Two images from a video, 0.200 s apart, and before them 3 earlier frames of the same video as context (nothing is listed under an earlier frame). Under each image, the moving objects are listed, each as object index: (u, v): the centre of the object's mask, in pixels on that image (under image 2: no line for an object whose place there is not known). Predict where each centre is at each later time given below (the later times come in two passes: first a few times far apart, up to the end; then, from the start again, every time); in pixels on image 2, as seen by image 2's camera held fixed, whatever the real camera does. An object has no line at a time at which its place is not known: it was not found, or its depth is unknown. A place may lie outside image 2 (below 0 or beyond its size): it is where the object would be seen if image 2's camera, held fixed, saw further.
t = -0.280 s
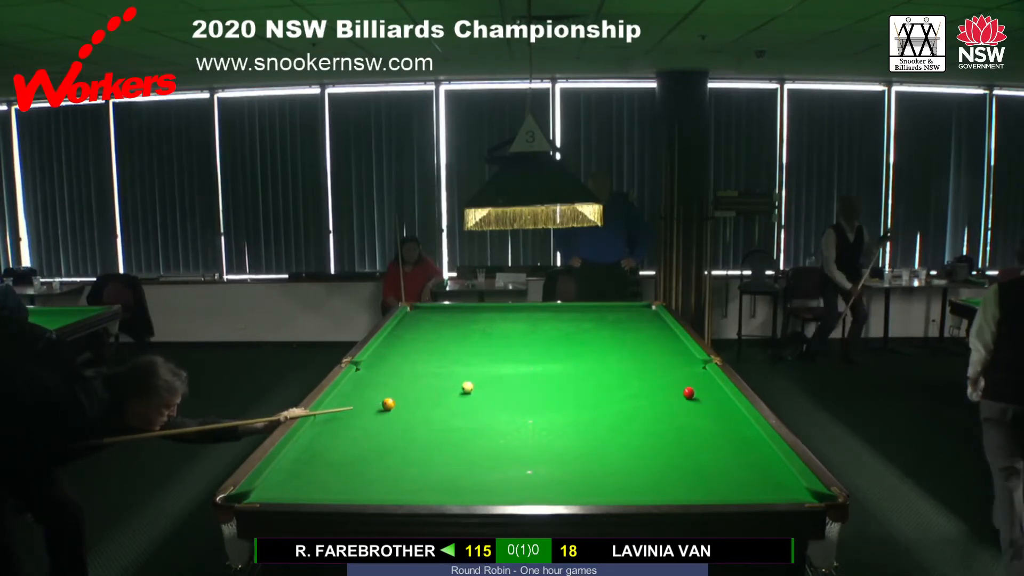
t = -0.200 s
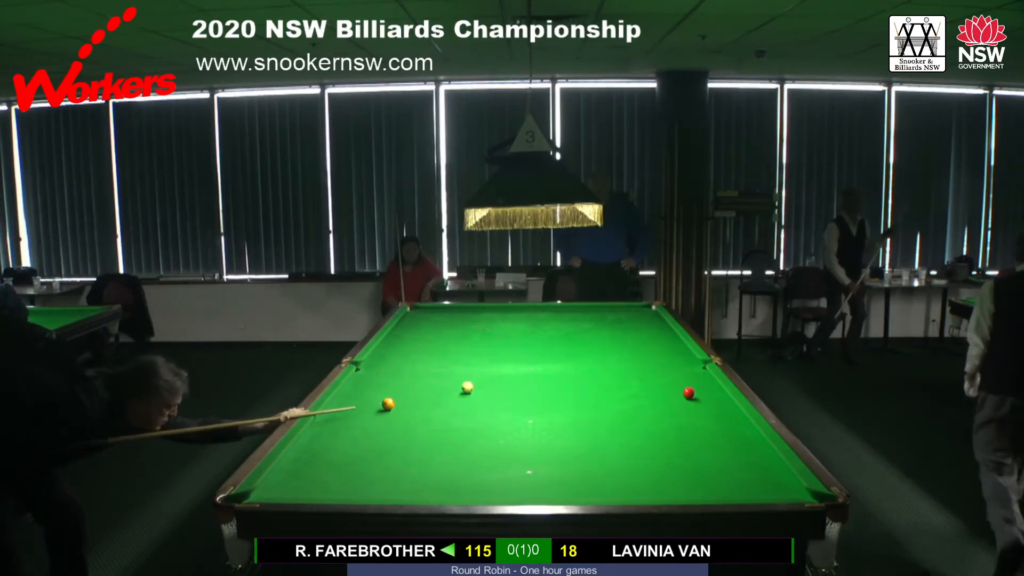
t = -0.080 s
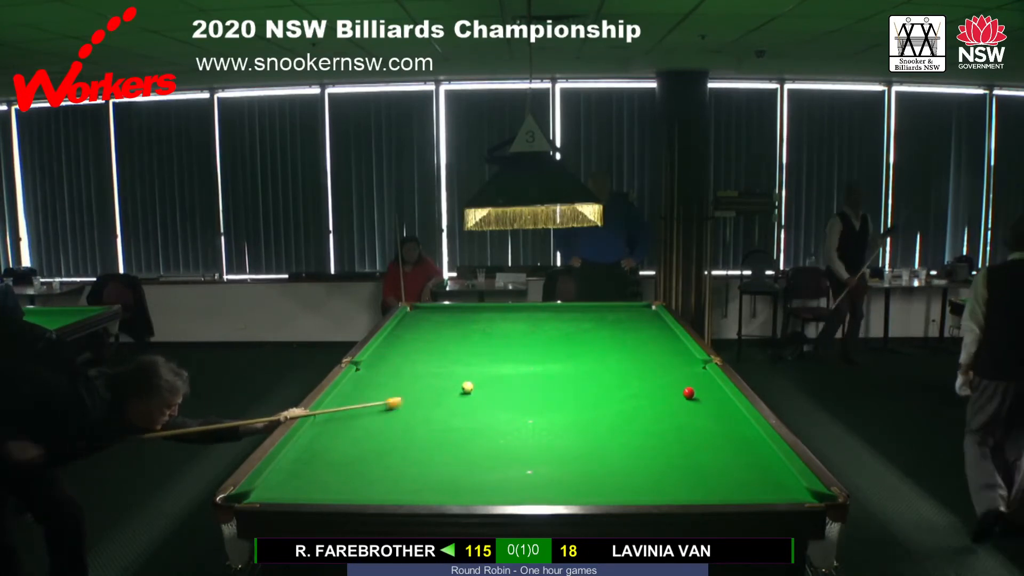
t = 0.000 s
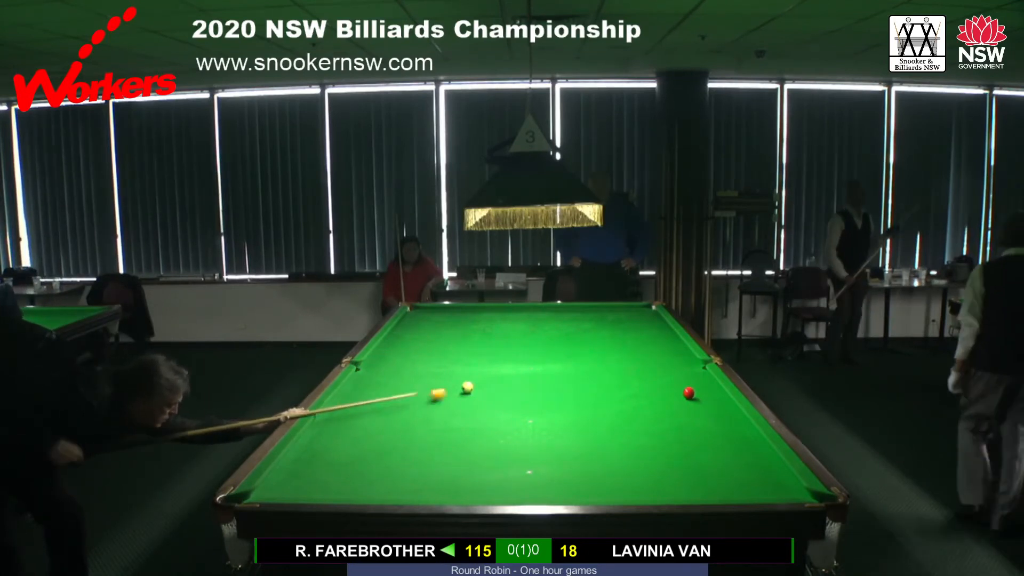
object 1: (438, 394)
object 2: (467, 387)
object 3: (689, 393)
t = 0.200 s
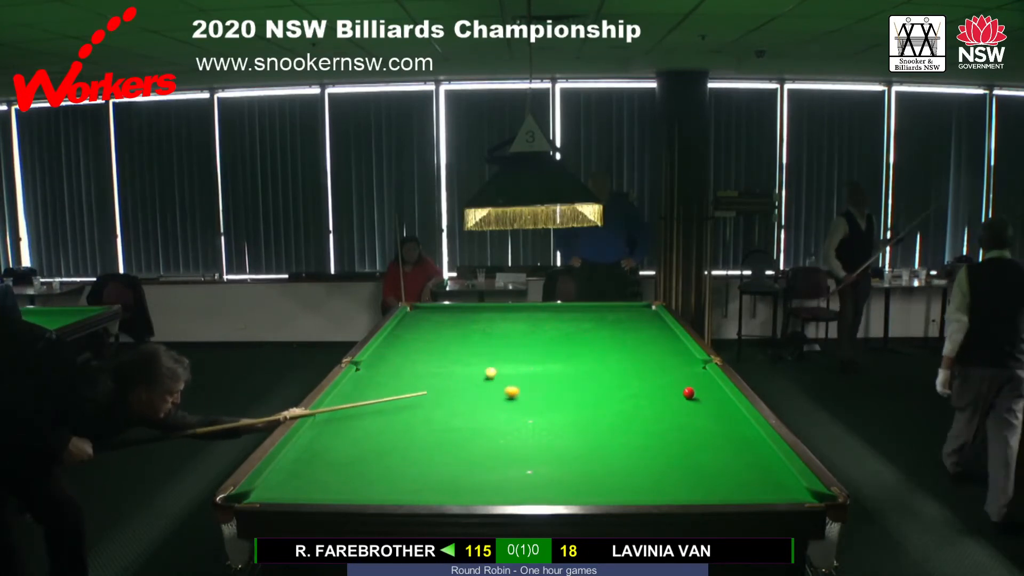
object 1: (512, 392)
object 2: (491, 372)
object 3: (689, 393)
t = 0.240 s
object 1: (526, 392)
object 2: (495, 369)
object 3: (689, 393)
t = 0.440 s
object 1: (595, 391)
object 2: (515, 357)
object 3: (689, 393)
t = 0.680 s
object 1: (676, 390)
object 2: (535, 345)
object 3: (689, 393)
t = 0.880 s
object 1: (710, 384)
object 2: (550, 336)
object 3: (720, 399)
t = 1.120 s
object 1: (685, 381)
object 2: (566, 327)
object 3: (715, 404)
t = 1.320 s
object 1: (661, 380)
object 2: (577, 320)
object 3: (702, 408)
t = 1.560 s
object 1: (635, 378)
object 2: (590, 312)
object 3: (687, 413)
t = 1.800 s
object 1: (610, 377)
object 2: (601, 306)
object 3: (672, 418)
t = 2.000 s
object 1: (591, 375)
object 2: (610, 309)
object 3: (659, 421)
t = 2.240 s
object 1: (570, 373)
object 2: (623, 314)
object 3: (645, 426)
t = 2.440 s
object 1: (553, 372)
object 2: (633, 318)
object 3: (634, 429)
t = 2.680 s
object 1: (534, 371)
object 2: (646, 323)
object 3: (621, 433)
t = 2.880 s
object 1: (519, 370)
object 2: (657, 328)
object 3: (611, 436)
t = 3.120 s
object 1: (502, 369)
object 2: (670, 333)
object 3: (600, 440)
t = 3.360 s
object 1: (487, 368)
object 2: (673, 338)
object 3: (589, 443)
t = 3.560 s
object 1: (476, 368)
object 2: (672, 342)
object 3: (581, 445)
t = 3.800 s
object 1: (463, 367)
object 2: (670, 347)
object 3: (572, 448)
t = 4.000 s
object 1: (453, 366)
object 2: (668, 351)
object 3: (565, 449)
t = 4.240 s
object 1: (443, 365)
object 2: (666, 355)
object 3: (558, 451)
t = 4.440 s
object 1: (435, 365)
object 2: (664, 359)
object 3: (553, 452)
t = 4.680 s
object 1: (427, 364)
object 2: (661, 364)
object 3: (548, 453)
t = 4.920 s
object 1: (420, 364)
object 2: (659, 368)
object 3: (545, 454)
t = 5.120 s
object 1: (414, 363)
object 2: (656, 371)
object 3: (544, 455)
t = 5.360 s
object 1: (409, 363)
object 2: (654, 376)
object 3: (543, 455)
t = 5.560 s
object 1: (406, 363)
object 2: (652, 379)
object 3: (543, 455)
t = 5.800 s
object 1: (403, 363)
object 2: (650, 382)
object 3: (543, 455)
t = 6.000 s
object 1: (401, 363)
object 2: (648, 385)
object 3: (543, 455)
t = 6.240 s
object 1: (400, 363)
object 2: (646, 389)
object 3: (543, 455)
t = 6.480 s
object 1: (400, 363)
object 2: (644, 392)
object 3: (543, 455)
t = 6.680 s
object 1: (400, 363)
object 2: (643, 394)
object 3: (543, 455)
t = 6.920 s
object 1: (400, 363)
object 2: (641, 396)
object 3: (543, 455)
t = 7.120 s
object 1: (400, 363)
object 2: (640, 398)
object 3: (543, 455)
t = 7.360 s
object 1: (400, 363)
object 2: (638, 400)
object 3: (543, 455)
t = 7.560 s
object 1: (400, 363)
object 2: (637, 401)
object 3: (543, 455)
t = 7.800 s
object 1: (400, 363)
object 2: (636, 402)
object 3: (543, 455)
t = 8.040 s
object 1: (400, 363)
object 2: (635, 403)
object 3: (543, 455)
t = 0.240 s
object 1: (526, 392)
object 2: (495, 369)
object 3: (689, 393)
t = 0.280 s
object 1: (540, 391)
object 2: (500, 367)
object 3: (689, 393)
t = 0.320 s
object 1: (553, 391)
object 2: (504, 364)
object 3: (689, 393)
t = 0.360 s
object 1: (568, 391)
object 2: (508, 362)
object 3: (689, 393)
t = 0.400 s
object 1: (581, 391)
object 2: (511, 360)
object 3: (689, 393)
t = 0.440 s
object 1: (595, 391)
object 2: (515, 357)
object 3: (689, 393)
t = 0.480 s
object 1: (608, 391)
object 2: (519, 355)
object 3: (689, 393)
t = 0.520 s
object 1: (623, 391)
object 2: (522, 353)
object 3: (689, 393)
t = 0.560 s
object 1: (636, 391)
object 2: (526, 351)
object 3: (689, 393)
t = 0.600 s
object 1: (650, 390)
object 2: (529, 349)
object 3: (689, 393)
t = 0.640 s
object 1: (663, 390)
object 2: (532, 347)
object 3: (689, 393)
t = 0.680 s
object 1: (676, 390)
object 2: (535, 345)
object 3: (689, 393)
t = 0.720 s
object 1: (683, 389)
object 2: (538, 343)
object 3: (696, 394)
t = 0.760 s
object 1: (689, 387)
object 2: (541, 341)
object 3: (703, 395)
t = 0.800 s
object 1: (696, 386)
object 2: (545, 340)
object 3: (709, 397)
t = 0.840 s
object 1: (703, 385)
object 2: (548, 338)
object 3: (715, 398)
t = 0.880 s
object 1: (710, 384)
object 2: (550, 336)
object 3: (720, 399)
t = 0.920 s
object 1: (711, 383)
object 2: (553, 334)
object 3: (726, 400)
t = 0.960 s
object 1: (705, 383)
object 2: (556, 333)
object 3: (726, 401)
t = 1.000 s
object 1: (699, 382)
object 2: (558, 331)
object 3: (723, 402)
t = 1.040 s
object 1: (694, 382)
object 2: (561, 330)
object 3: (720, 403)
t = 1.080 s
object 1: (690, 382)
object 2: (563, 328)
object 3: (718, 403)
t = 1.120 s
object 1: (685, 381)
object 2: (566, 327)
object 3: (715, 404)
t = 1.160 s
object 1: (680, 381)
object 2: (568, 325)
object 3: (713, 405)
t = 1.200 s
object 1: (675, 381)
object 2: (571, 324)
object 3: (710, 406)
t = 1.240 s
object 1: (671, 380)
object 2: (573, 322)
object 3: (707, 407)
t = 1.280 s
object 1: (666, 380)
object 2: (575, 321)
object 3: (705, 408)
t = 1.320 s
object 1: (661, 380)
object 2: (577, 320)
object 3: (702, 408)
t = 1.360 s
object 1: (657, 379)
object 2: (579, 318)
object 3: (699, 409)
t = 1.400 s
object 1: (652, 379)
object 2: (581, 317)
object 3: (697, 410)
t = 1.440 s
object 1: (648, 379)
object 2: (584, 316)
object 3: (694, 411)
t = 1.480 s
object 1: (644, 379)
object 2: (586, 315)
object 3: (692, 411)
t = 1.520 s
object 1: (639, 378)
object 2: (588, 314)
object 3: (689, 412)
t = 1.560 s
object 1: (635, 378)
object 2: (590, 312)
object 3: (687, 413)
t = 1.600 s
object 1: (631, 378)
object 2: (591, 311)
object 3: (684, 414)
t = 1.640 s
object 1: (627, 377)
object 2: (593, 310)
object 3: (681, 415)
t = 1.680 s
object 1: (622, 377)
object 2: (595, 309)
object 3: (679, 415)
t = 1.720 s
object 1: (618, 377)
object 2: (597, 308)
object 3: (677, 416)
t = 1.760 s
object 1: (614, 377)
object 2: (599, 307)
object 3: (674, 417)
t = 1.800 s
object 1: (610, 377)
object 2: (601, 306)
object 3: (672, 418)
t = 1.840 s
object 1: (606, 376)
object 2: (602, 306)
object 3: (669, 419)
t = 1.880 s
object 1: (603, 376)
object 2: (604, 306)
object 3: (667, 419)
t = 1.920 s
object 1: (599, 375)
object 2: (606, 308)
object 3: (664, 420)
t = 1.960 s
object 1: (595, 375)
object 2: (608, 308)
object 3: (662, 421)
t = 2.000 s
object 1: (591, 375)
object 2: (610, 309)
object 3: (659, 421)
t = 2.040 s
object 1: (587, 374)
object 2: (612, 310)
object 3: (657, 422)
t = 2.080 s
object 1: (584, 374)
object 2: (614, 311)
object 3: (655, 423)
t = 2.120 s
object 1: (580, 374)
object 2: (617, 312)
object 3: (652, 424)
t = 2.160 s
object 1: (577, 374)
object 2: (618, 312)
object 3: (650, 424)
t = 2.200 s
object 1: (573, 374)
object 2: (620, 313)
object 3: (648, 425)
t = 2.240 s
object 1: (570, 373)
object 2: (623, 314)
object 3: (645, 426)
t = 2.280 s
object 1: (566, 373)
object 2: (625, 315)
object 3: (643, 426)
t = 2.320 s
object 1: (563, 373)
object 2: (627, 316)
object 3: (641, 427)
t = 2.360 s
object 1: (559, 373)
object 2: (629, 317)
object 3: (638, 428)
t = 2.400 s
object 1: (556, 373)
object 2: (631, 317)
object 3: (637, 428)
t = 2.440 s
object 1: (553, 372)
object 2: (633, 318)
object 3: (634, 429)
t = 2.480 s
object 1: (549, 372)
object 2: (635, 319)
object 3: (632, 430)
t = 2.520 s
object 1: (546, 372)
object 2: (637, 320)
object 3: (630, 431)
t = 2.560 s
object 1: (543, 372)
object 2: (640, 321)
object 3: (628, 431)
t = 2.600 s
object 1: (540, 372)
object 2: (642, 322)
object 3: (626, 432)
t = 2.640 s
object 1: (537, 371)
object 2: (644, 322)
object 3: (624, 433)
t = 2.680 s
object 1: (534, 371)
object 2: (646, 323)
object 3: (621, 433)
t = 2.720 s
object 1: (531, 371)
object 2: (648, 324)
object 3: (619, 434)
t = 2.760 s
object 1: (528, 371)
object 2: (650, 325)
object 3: (617, 435)
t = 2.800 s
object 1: (525, 371)
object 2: (652, 326)
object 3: (615, 435)
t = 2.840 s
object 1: (522, 371)
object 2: (655, 327)
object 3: (613, 436)
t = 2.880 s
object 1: (519, 370)
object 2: (657, 328)
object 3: (611, 436)
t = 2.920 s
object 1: (516, 370)
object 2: (659, 329)
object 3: (609, 437)
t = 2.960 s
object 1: (513, 370)
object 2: (661, 329)
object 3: (607, 438)
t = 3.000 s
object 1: (511, 370)
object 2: (663, 330)
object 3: (605, 438)
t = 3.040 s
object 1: (508, 370)
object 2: (666, 331)
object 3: (603, 439)
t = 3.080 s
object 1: (505, 369)
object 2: (668, 332)
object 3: (602, 439)
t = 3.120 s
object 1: (502, 369)
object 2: (670, 333)
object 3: (600, 440)
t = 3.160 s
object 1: (500, 369)
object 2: (673, 334)
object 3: (598, 440)
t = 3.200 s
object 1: (497, 369)
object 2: (674, 335)
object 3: (596, 441)
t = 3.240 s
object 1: (495, 369)
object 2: (673, 336)
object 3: (594, 441)
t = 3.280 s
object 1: (492, 369)
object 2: (673, 337)
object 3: (592, 442)
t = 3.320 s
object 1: (489, 369)
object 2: (673, 337)
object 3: (591, 442)
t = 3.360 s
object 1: (487, 368)
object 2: (673, 338)
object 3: (589, 443)
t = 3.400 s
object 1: (485, 368)
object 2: (673, 339)
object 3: (587, 443)
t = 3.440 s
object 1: (482, 368)
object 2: (672, 340)
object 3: (586, 444)
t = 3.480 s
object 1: (480, 368)
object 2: (672, 341)
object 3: (584, 444)
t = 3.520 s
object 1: (478, 368)
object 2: (672, 341)
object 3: (582, 445)
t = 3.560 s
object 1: (476, 368)
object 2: (672, 342)
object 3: (581, 445)
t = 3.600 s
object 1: (474, 368)
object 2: (671, 343)
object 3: (579, 446)
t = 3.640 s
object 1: (471, 367)
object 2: (671, 344)
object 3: (578, 446)
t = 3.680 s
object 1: (469, 367)
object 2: (671, 345)
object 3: (576, 446)
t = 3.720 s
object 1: (467, 367)
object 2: (670, 345)
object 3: (575, 447)
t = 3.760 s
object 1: (465, 367)
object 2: (670, 346)
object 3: (573, 447)
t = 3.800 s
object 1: (463, 367)
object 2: (670, 347)
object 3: (572, 448)
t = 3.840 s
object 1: (461, 367)
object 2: (670, 347)
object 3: (570, 448)
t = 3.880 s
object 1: (459, 367)
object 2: (669, 348)
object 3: (569, 448)
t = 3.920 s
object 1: (457, 366)
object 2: (669, 349)
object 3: (567, 449)
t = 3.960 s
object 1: (455, 366)
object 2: (668, 350)
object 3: (566, 449)
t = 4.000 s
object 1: (453, 366)
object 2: (668, 351)
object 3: (565, 449)
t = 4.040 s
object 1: (451, 366)
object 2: (668, 351)
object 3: (564, 450)
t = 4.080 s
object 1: (450, 366)
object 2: (667, 352)
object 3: (562, 450)
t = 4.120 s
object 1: (448, 366)
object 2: (667, 353)
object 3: (561, 450)
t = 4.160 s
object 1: (446, 366)
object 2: (667, 354)
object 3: (560, 451)
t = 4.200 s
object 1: (445, 365)
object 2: (666, 354)
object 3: (559, 451)
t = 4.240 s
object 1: (443, 365)
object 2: (666, 355)
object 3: (558, 451)
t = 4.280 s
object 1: (441, 365)
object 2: (666, 356)
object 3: (557, 451)
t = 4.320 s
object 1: (440, 365)
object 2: (665, 357)
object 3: (556, 452)
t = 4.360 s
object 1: (438, 365)
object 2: (665, 357)
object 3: (555, 452)
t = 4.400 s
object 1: (437, 365)
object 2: (664, 358)
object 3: (554, 452)
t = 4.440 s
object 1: (435, 365)
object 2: (664, 359)
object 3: (553, 452)
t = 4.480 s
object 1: (433, 365)
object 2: (663, 360)
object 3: (552, 453)
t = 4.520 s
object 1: (432, 365)
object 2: (663, 360)
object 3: (551, 453)
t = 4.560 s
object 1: (431, 365)
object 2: (663, 361)
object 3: (550, 453)
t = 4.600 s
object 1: (429, 364)
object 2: (662, 362)
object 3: (550, 453)
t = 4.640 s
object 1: (428, 364)
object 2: (662, 363)
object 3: (549, 453)
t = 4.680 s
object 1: (427, 364)
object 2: (661, 364)
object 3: (548, 453)
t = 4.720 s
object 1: (425, 364)
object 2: (661, 364)
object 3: (548, 453)
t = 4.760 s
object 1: (424, 364)
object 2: (660, 365)
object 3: (547, 453)
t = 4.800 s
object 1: (423, 364)
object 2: (660, 366)
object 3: (546, 454)
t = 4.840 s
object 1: (422, 364)
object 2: (660, 366)
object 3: (546, 454)
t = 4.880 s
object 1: (421, 364)
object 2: (659, 367)
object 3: (546, 454)
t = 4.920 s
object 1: (420, 364)
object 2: (659, 368)
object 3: (545, 454)
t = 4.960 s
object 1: (418, 364)
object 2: (658, 369)
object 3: (545, 454)
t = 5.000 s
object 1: (417, 364)
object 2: (658, 369)
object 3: (544, 454)
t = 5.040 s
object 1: (416, 364)
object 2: (657, 370)
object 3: (544, 454)
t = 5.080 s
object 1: (416, 363)
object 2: (657, 371)
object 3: (544, 455)
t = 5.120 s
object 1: (414, 363)
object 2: (656, 371)
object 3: (544, 455)
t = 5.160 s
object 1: (414, 363)
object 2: (656, 372)
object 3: (543, 455)
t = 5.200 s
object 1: (412, 363)
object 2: (656, 373)
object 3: (543, 455)
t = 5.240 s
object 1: (411, 363)
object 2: (655, 373)
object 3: (543, 455)
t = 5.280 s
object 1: (411, 363)
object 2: (655, 374)
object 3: (543, 455)
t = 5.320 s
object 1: (410, 363)
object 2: (654, 375)
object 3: (543, 455)
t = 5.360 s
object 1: (409, 363)
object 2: (654, 376)
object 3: (543, 455)
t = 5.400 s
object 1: (408, 363)
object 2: (653, 376)
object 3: (543, 455)
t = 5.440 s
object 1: (408, 363)
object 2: (653, 377)
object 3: (543, 455)
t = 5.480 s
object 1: (407, 363)
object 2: (653, 377)
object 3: (543, 455)
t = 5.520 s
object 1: (406, 363)
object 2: (652, 378)
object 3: (543, 455)
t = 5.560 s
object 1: (406, 363)
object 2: (652, 379)
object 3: (543, 455)
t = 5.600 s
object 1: (405, 363)
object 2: (651, 379)
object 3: (543, 455)
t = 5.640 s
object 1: (404, 363)
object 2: (651, 380)
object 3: (543, 455)
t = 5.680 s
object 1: (404, 363)
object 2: (651, 381)
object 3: (543, 455)
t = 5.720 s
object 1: (403, 363)
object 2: (650, 381)
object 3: (543, 455)
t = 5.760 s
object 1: (403, 363)
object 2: (650, 382)
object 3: (543, 455)
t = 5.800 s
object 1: (403, 363)
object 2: (650, 382)
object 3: (543, 455)
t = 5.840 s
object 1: (402, 363)
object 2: (649, 383)
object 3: (543, 455)
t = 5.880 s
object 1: (402, 363)
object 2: (649, 384)
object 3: (543, 455)
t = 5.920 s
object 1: (401, 363)
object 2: (648, 384)
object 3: (543, 455)
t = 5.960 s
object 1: (401, 363)
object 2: (648, 385)
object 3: (543, 455)
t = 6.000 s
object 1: (401, 363)
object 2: (648, 385)
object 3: (543, 455)
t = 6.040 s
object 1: (401, 363)
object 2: (648, 386)
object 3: (543, 455)
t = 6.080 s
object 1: (400, 363)
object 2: (647, 387)
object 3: (543, 455)
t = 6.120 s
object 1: (400, 363)
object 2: (647, 387)
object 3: (543, 455)
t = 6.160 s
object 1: (400, 363)
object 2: (647, 388)
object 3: (543, 455)
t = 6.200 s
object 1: (400, 363)
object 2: (646, 388)
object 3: (543, 455)
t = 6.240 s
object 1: (400, 363)
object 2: (646, 389)
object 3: (543, 455)
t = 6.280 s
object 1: (400, 363)
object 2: (646, 389)
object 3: (543, 455)
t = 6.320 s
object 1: (400, 363)
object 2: (645, 390)
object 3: (543, 455)
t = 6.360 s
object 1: (400, 363)
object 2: (645, 390)
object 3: (543, 455)
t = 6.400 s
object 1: (400, 363)
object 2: (645, 391)
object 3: (543, 455)
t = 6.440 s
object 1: (400, 363)
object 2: (645, 391)
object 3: (543, 455)
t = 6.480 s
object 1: (400, 363)
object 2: (644, 392)
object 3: (543, 455)
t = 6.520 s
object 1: (400, 363)
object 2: (644, 392)
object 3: (543, 455)
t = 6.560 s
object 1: (400, 363)
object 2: (644, 393)
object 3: (543, 455)
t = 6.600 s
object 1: (400, 363)
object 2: (643, 393)
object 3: (543, 455)
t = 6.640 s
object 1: (400, 363)
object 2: (643, 394)
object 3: (543, 455)
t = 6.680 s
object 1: (400, 363)
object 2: (643, 394)
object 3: (543, 455)
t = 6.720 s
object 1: (400, 363)
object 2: (643, 394)
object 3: (543, 455)
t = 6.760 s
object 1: (400, 363)
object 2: (642, 395)
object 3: (543, 455)
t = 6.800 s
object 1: (400, 363)
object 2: (642, 396)
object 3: (543, 455)
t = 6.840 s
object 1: (400, 363)
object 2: (642, 396)
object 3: (543, 455)
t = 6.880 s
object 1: (400, 363)
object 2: (642, 396)
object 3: (543, 455)
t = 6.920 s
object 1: (400, 363)
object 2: (641, 396)
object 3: (543, 455)
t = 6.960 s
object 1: (400, 363)
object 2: (641, 397)
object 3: (543, 455)
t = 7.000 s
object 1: (400, 363)
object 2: (641, 397)
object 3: (543, 455)
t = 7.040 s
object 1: (400, 363)
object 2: (641, 398)
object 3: (543, 455)
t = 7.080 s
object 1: (400, 363)
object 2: (640, 398)
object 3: (543, 455)
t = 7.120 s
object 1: (400, 363)
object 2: (640, 398)
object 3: (543, 455)
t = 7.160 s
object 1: (400, 363)
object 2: (640, 399)
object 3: (543, 455)
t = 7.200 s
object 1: (400, 363)
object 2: (639, 399)
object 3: (543, 455)
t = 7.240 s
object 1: (400, 363)
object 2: (639, 399)
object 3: (543, 455)
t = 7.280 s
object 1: (400, 363)
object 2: (639, 399)
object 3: (543, 455)
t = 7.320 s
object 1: (400, 363)
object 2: (639, 400)
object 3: (543, 455)
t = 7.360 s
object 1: (400, 363)
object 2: (638, 400)
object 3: (543, 455)
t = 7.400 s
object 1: (400, 363)
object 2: (638, 400)
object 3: (543, 455)
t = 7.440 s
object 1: (400, 363)
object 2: (638, 401)
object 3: (543, 455)
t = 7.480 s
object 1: (400, 363)
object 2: (637, 401)
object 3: (543, 455)
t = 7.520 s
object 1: (400, 363)
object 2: (637, 401)
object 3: (543, 455)
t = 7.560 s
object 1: (400, 363)
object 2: (637, 401)
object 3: (543, 455)
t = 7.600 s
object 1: (400, 363)
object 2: (637, 402)
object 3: (543, 455)
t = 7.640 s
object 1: (400, 363)
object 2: (637, 402)
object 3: (543, 455)
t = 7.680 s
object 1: (400, 363)
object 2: (636, 402)
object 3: (543, 455)
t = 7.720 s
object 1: (400, 363)
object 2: (636, 402)
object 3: (543, 455)
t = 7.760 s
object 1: (400, 363)
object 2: (636, 402)
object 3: (543, 455)
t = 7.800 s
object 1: (400, 363)
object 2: (636, 402)
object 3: (543, 455)
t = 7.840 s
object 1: (400, 363)
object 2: (636, 402)
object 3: (543, 455)
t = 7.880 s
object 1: (400, 363)
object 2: (636, 403)
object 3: (543, 455)
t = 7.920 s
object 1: (400, 363)
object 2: (635, 403)
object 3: (543, 455)
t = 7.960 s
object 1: (400, 363)
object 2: (635, 403)
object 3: (543, 455)
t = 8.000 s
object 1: (400, 363)
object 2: (635, 403)
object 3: (543, 455)
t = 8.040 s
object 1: (400, 363)
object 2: (635, 403)
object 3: (543, 455)
